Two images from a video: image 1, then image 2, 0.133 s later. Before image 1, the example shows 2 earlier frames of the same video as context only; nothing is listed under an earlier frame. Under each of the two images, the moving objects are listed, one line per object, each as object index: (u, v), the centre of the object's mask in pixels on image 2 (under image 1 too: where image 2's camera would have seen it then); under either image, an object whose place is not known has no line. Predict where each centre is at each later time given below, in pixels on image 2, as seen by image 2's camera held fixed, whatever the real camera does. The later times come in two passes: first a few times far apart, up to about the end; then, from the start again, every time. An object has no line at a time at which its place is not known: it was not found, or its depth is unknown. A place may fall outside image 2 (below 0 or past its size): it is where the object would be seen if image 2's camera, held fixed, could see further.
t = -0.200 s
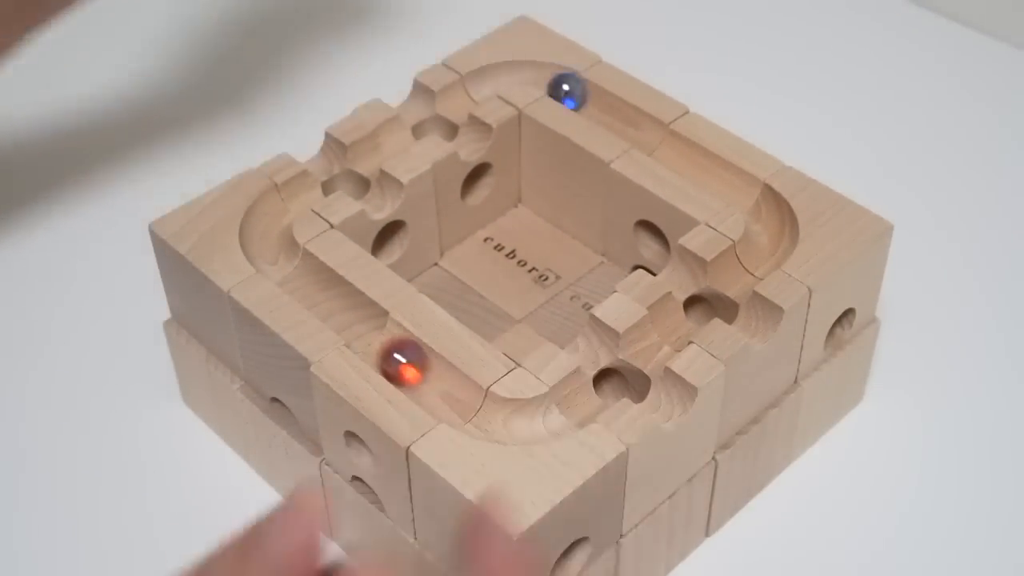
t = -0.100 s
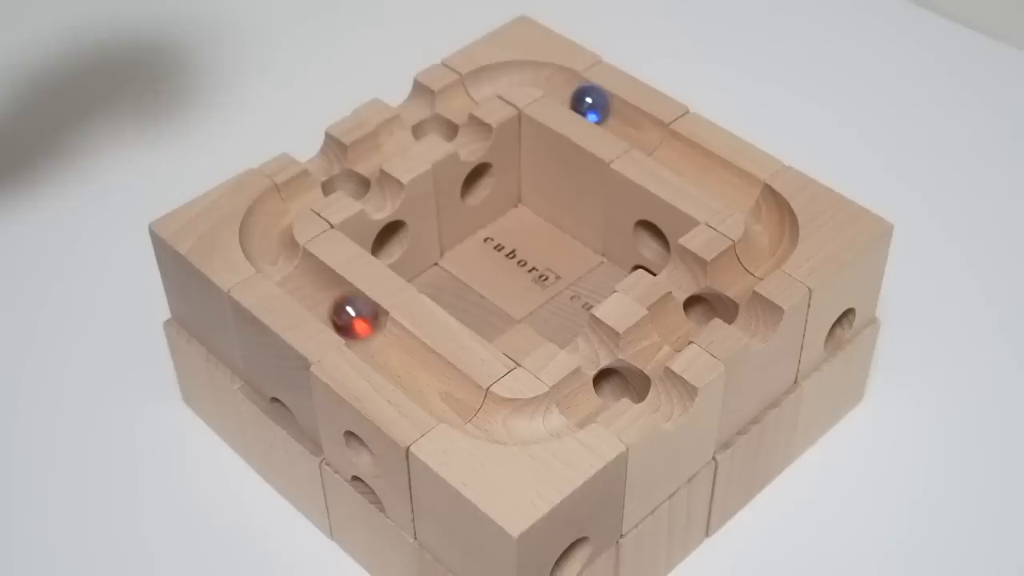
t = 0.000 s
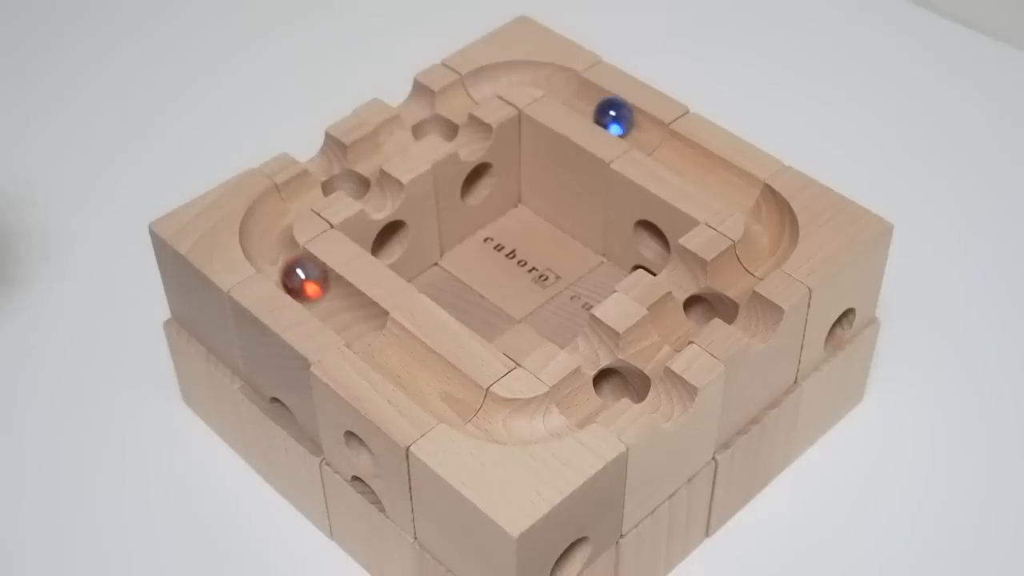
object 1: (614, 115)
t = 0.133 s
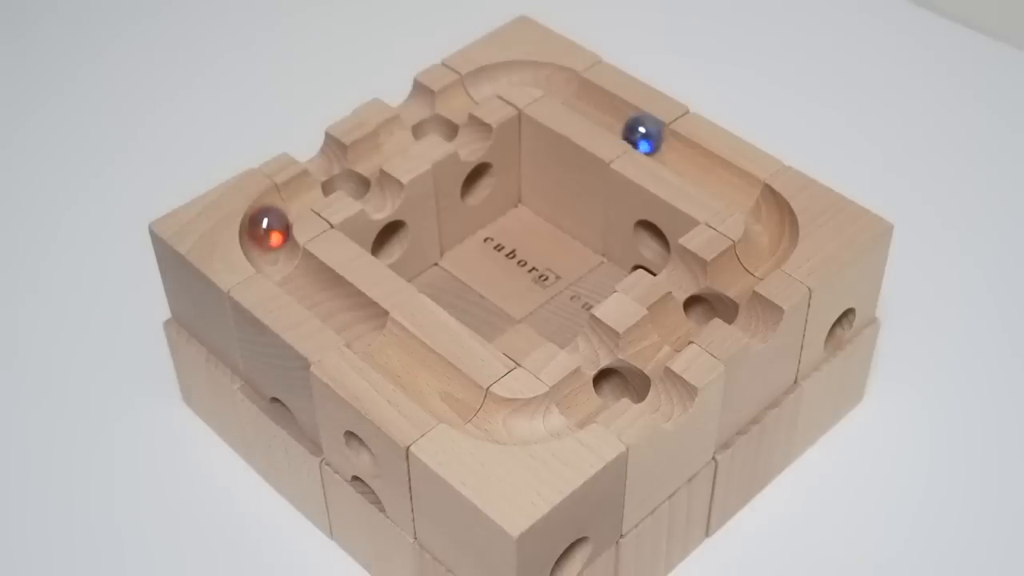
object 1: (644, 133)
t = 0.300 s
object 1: (680, 156)
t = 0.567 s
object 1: (740, 191)
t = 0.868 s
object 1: (770, 237)
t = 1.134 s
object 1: (736, 276)
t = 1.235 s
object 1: (712, 307)
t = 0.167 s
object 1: (650, 137)
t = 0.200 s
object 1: (657, 142)
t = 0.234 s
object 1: (665, 147)
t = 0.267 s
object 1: (672, 151)
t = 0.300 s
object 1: (680, 156)
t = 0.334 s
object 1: (687, 160)
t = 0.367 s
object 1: (695, 164)
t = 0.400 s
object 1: (703, 169)
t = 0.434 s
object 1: (711, 174)
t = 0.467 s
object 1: (718, 178)
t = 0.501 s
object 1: (725, 183)
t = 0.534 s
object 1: (733, 186)
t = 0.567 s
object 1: (740, 191)
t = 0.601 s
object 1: (747, 196)
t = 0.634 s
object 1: (754, 200)
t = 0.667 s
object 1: (760, 204)
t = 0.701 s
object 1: (763, 209)
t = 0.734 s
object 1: (766, 215)
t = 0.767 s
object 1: (770, 220)
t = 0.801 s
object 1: (772, 226)
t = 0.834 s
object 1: (771, 232)
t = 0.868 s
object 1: (770, 237)
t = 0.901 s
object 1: (769, 242)
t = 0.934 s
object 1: (767, 248)
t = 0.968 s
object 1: (765, 251)
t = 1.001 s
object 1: (760, 255)
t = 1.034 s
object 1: (755, 259)
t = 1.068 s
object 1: (748, 264)
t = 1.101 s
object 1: (742, 270)
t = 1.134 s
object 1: (736, 276)
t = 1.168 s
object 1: (729, 282)
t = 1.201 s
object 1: (720, 291)
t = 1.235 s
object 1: (712, 307)
